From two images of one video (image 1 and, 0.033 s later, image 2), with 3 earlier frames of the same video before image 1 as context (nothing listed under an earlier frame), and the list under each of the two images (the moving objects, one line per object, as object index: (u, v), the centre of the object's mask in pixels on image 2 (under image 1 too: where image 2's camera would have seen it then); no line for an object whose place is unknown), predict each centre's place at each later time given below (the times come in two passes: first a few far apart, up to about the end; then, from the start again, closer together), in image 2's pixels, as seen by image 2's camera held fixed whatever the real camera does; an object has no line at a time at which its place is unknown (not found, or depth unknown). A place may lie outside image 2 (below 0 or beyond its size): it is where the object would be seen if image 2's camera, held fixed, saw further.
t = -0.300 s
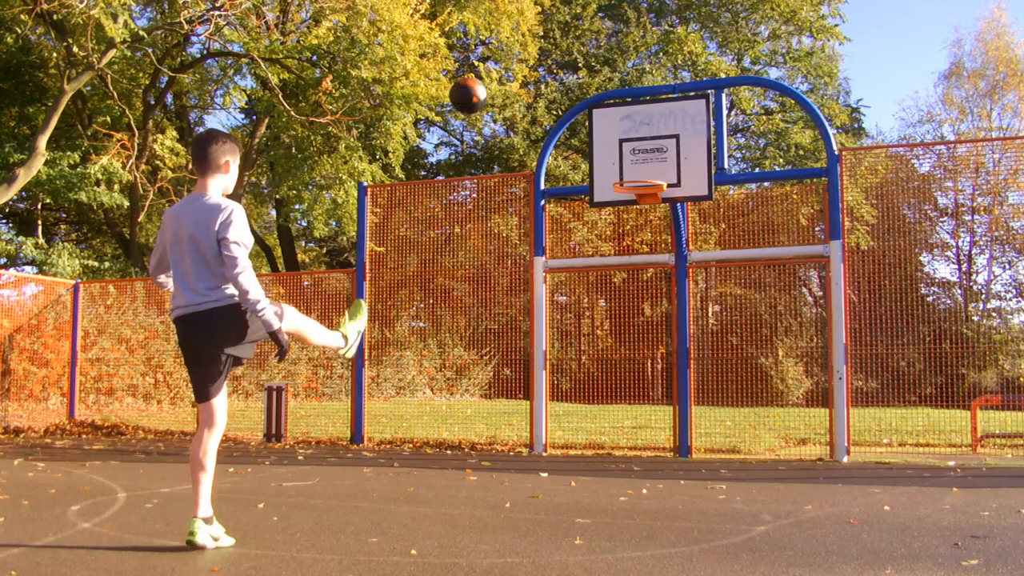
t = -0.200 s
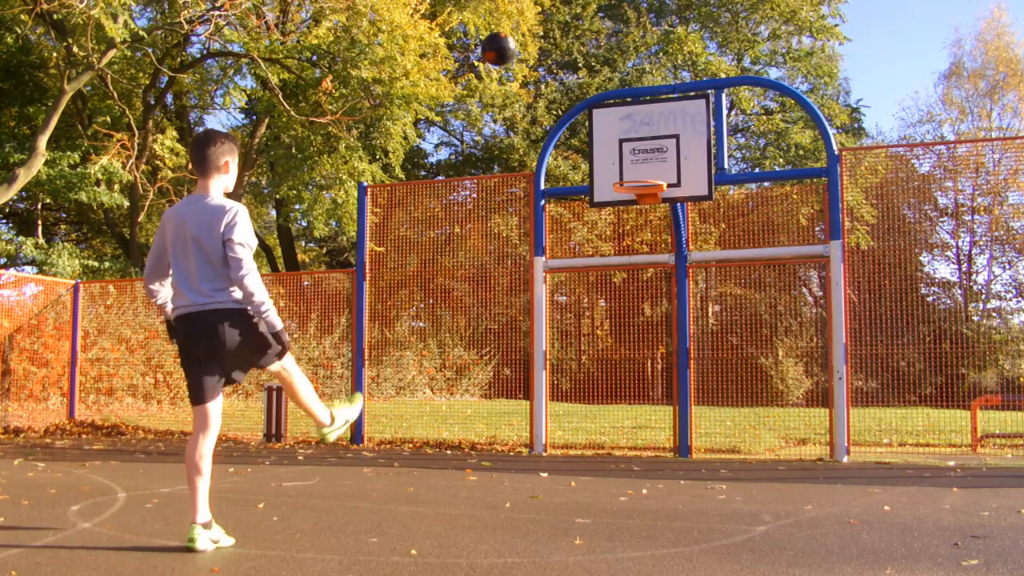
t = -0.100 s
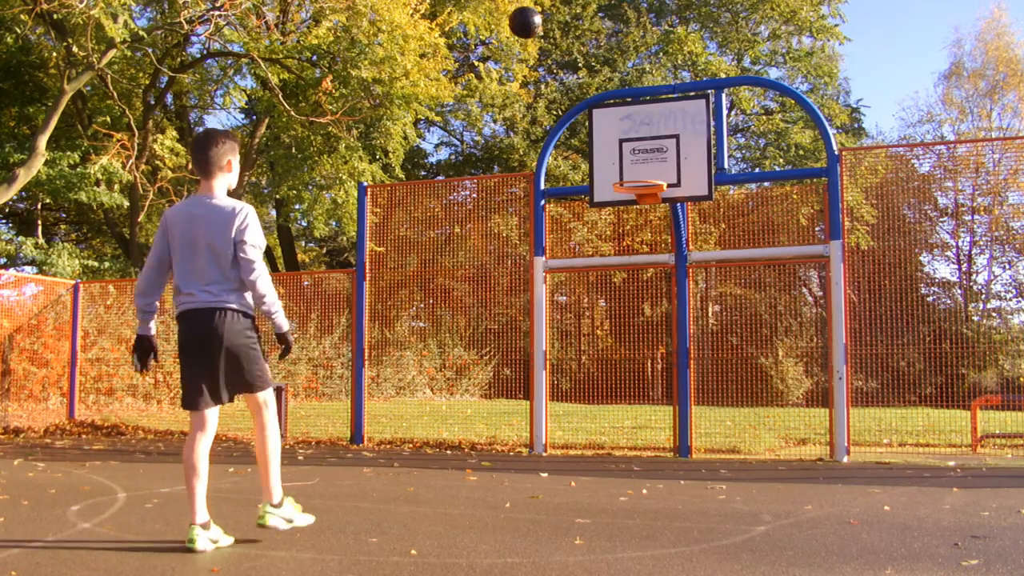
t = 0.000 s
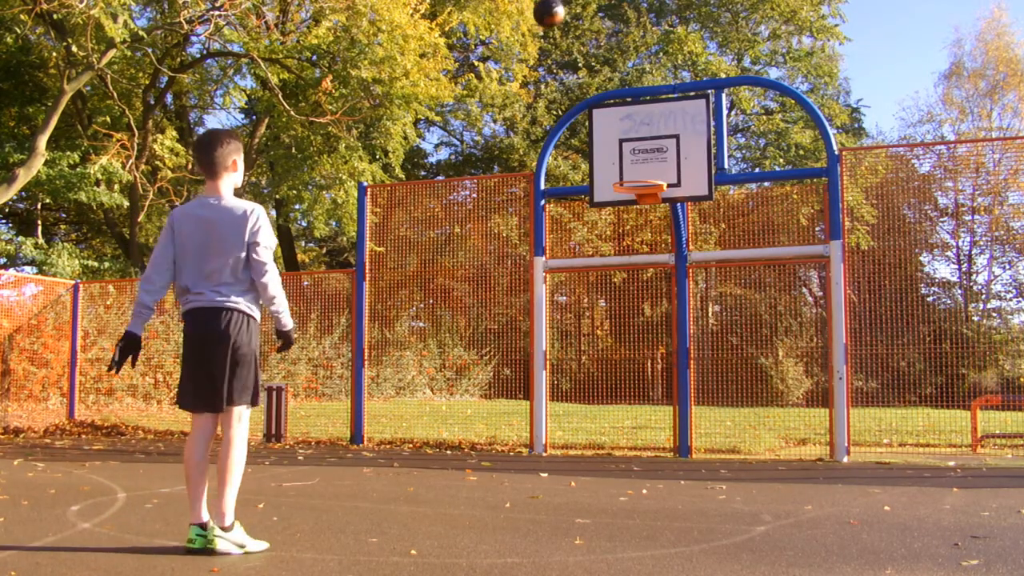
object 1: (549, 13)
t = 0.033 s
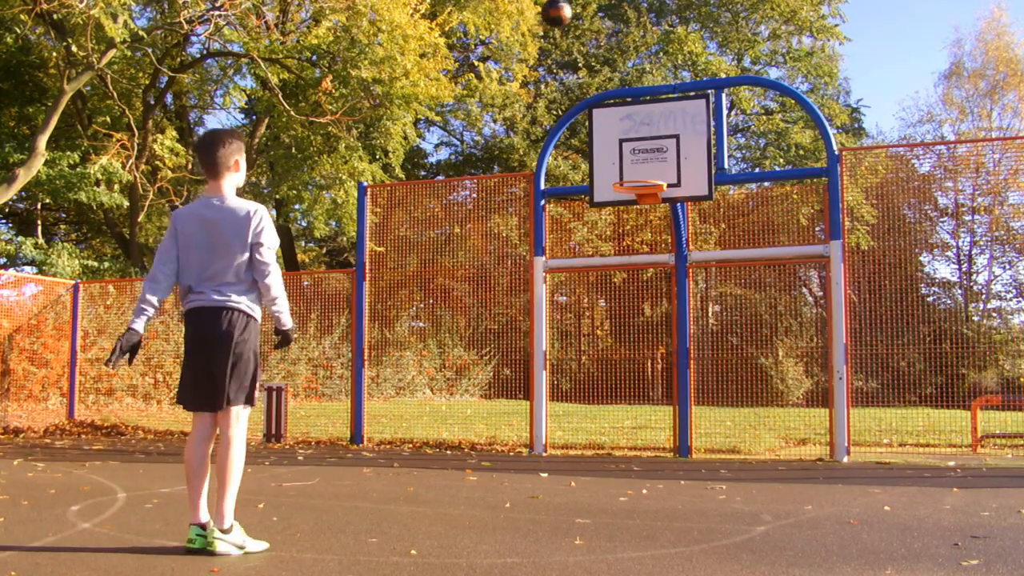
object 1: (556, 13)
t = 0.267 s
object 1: (602, 49)
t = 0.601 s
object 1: (649, 194)
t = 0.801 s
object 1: (623, 314)
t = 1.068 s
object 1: (592, 401)
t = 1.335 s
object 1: (570, 288)
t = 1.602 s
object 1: (548, 250)
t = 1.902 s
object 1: (523, 265)
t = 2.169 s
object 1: (502, 351)
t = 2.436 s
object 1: (481, 405)
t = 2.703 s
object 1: (467, 324)
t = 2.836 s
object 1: (460, 308)
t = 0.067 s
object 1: (563, 13)
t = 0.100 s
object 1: (569, 15)
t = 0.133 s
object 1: (576, 20)
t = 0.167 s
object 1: (583, 25)
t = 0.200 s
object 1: (589, 32)
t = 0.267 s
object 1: (602, 49)
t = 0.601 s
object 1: (649, 194)
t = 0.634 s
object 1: (648, 209)
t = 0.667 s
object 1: (643, 228)
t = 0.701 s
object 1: (638, 249)
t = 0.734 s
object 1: (633, 268)
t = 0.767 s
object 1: (628, 290)
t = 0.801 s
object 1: (623, 314)
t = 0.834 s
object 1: (619, 338)
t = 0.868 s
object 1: (614, 363)
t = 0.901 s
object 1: (610, 389)
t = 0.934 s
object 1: (604, 415)
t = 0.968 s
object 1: (600, 442)
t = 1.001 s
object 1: (597, 440)
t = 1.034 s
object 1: (594, 419)
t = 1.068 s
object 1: (592, 401)
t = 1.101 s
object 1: (588, 382)
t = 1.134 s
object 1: (586, 366)
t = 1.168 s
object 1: (583, 350)
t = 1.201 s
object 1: (580, 335)
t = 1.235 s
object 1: (576, 322)
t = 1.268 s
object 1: (574, 309)
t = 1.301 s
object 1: (572, 298)
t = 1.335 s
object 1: (570, 288)
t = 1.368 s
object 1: (568, 280)
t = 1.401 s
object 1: (565, 272)
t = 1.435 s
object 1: (561, 265)
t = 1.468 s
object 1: (559, 261)
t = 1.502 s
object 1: (557, 257)
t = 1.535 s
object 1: (554, 253)
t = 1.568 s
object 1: (552, 251)
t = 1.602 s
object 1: (548, 250)
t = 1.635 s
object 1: (547, 250)
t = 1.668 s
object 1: (545, 250)
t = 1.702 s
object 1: (543, 250)
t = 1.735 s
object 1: (539, 249)
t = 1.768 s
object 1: (536, 251)
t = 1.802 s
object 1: (534, 253)
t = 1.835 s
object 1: (530, 256)
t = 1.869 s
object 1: (527, 261)
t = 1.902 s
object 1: (523, 265)
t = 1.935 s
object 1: (522, 273)
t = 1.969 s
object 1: (519, 280)
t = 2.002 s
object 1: (516, 289)
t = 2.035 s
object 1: (513, 299)
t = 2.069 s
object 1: (511, 311)
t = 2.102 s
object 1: (507, 323)
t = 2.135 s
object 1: (505, 336)
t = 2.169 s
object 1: (502, 351)
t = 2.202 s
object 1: (499, 367)
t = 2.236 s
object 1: (495, 383)
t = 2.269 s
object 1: (492, 401)
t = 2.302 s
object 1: (490, 420)
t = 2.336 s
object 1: (486, 440)
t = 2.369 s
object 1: (485, 436)
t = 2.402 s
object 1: (483, 420)
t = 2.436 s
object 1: (481, 405)
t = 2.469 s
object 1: (479, 391)
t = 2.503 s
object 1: (477, 379)
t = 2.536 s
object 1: (475, 367)
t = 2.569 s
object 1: (473, 357)
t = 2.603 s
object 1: (472, 347)
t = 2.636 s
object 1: (470, 338)
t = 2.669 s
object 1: (469, 330)
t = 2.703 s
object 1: (467, 324)
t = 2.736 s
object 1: (465, 318)
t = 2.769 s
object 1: (464, 314)
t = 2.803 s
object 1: (463, 310)
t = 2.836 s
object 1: (460, 308)
